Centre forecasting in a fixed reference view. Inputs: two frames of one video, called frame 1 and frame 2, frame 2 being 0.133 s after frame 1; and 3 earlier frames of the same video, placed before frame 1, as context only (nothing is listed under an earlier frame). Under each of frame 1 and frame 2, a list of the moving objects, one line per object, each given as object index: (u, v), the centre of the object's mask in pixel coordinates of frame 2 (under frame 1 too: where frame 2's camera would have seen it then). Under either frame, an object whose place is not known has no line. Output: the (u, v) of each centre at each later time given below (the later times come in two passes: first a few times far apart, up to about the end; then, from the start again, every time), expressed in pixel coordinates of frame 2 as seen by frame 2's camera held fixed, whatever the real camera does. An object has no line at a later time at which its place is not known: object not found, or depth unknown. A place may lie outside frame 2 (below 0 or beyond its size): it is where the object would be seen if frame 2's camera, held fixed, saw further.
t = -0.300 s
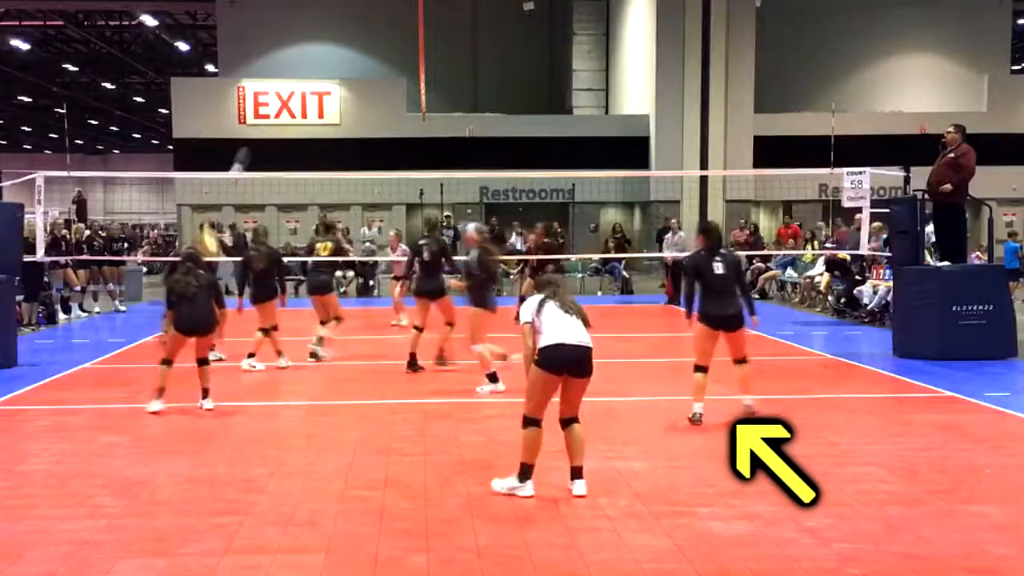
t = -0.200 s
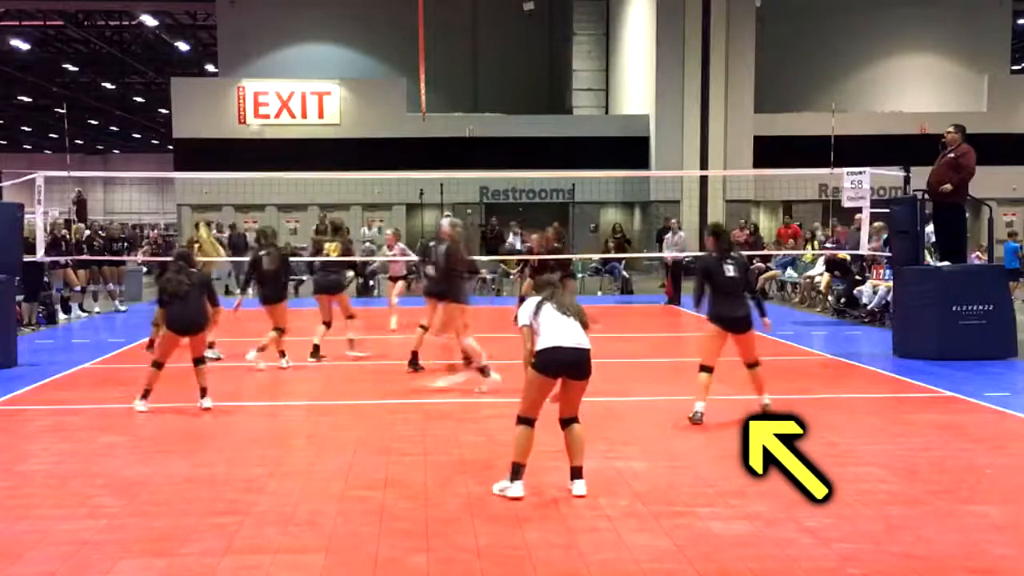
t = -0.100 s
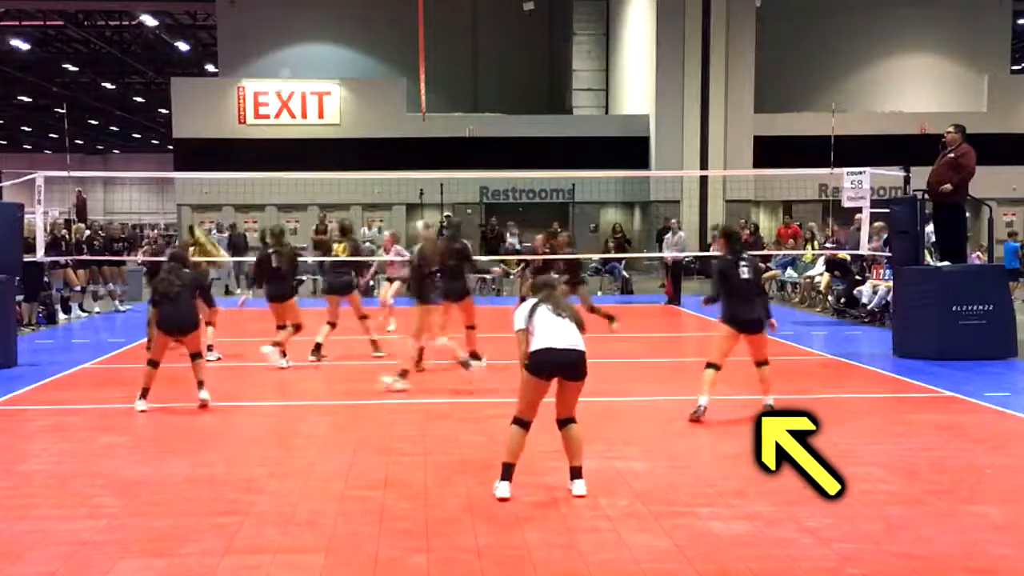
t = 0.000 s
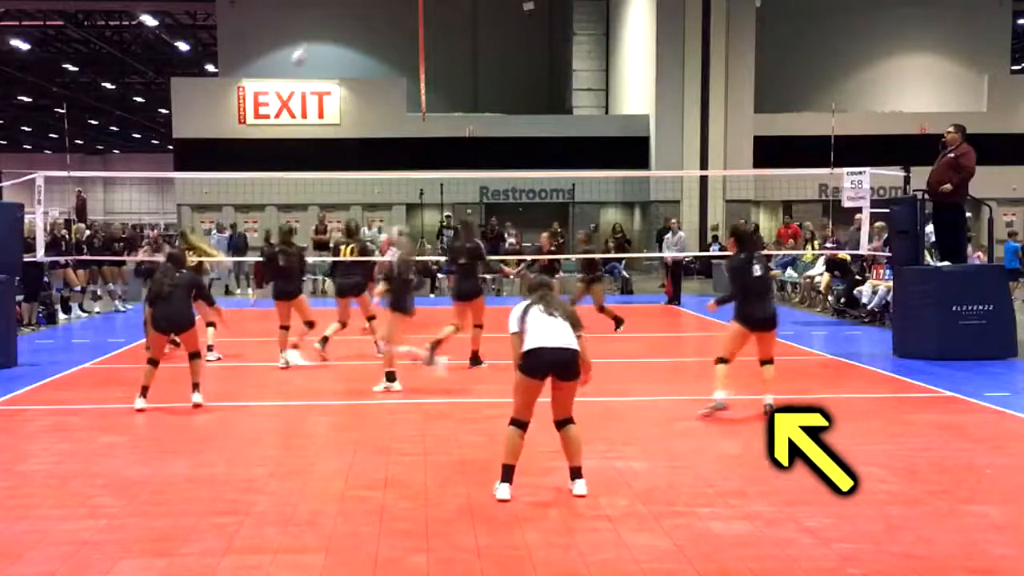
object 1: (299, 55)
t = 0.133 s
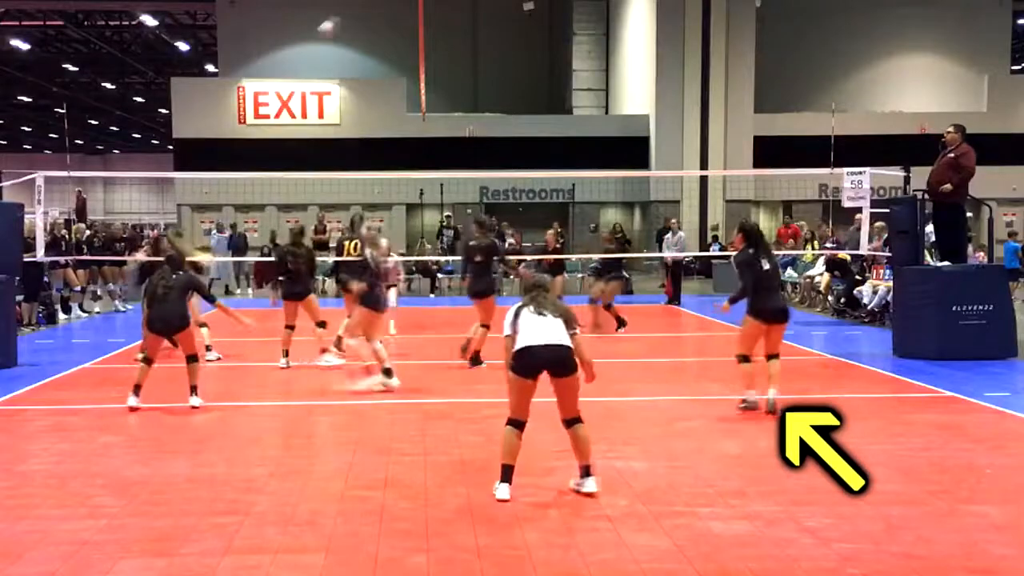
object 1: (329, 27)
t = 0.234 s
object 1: (348, 16)
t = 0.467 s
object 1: (394, 17)
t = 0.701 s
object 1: (438, 57)
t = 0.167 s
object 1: (335, 22)
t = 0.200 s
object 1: (342, 19)
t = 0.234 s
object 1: (348, 16)
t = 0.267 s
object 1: (356, 14)
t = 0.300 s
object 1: (362, 13)
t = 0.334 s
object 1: (368, 12)
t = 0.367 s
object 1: (375, 13)
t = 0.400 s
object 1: (381, 13)
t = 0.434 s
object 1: (387, 15)
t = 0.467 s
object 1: (394, 17)
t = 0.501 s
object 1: (400, 21)
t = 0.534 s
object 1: (406, 24)
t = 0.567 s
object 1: (413, 29)
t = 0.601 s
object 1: (418, 33)
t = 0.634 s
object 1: (425, 40)
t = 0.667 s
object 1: (433, 49)
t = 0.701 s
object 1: (438, 57)
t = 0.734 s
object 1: (444, 65)
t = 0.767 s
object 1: (450, 73)
